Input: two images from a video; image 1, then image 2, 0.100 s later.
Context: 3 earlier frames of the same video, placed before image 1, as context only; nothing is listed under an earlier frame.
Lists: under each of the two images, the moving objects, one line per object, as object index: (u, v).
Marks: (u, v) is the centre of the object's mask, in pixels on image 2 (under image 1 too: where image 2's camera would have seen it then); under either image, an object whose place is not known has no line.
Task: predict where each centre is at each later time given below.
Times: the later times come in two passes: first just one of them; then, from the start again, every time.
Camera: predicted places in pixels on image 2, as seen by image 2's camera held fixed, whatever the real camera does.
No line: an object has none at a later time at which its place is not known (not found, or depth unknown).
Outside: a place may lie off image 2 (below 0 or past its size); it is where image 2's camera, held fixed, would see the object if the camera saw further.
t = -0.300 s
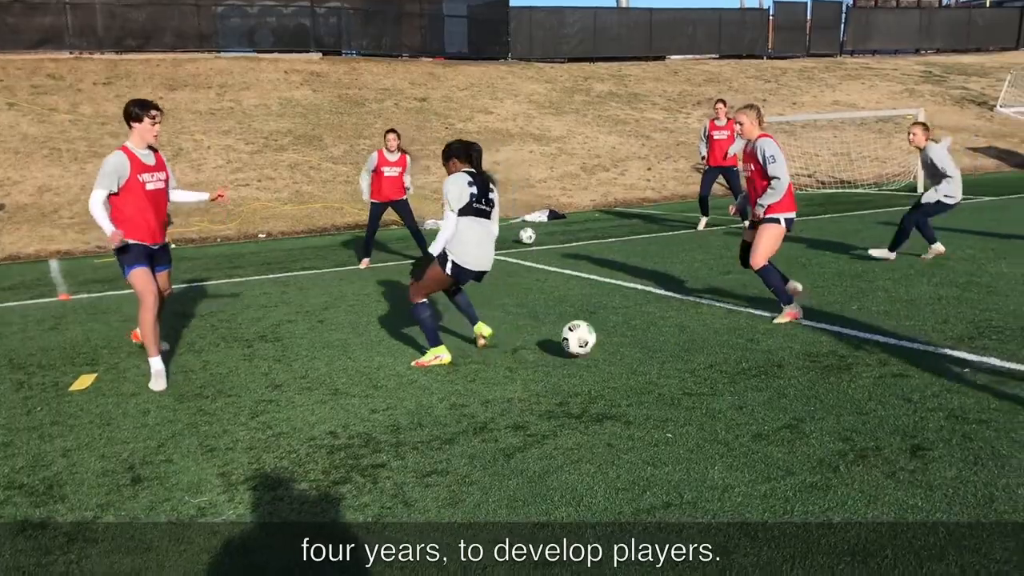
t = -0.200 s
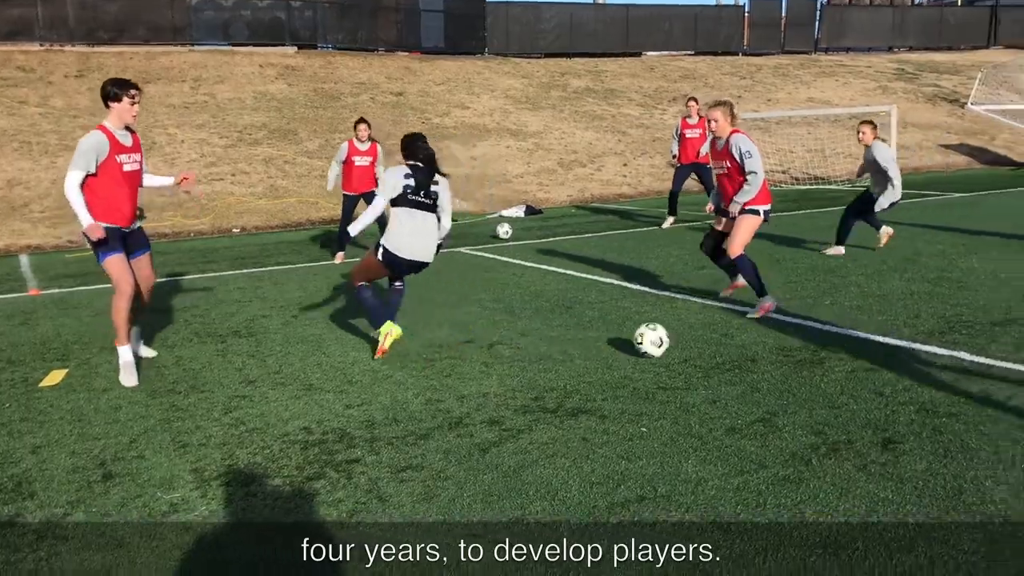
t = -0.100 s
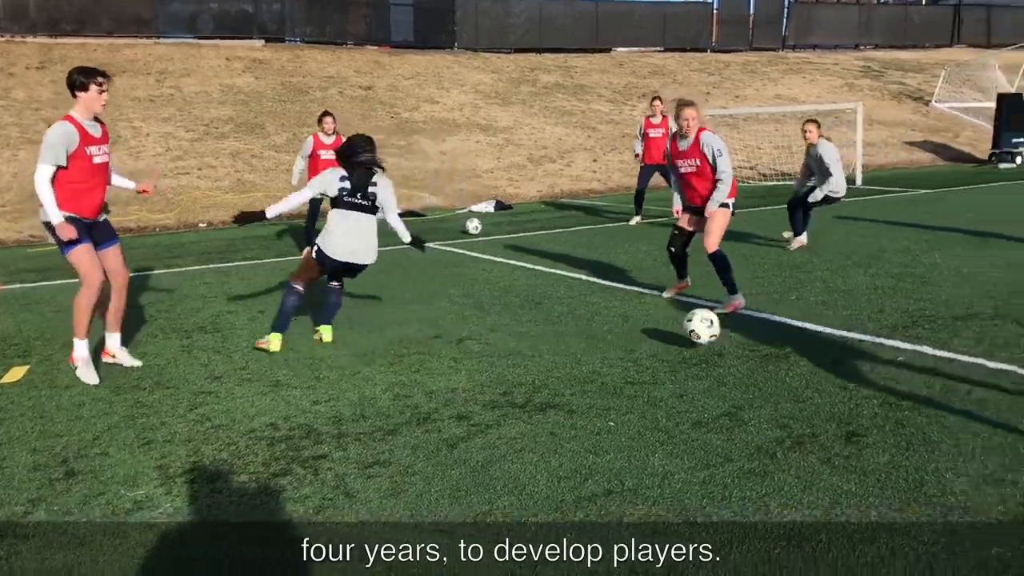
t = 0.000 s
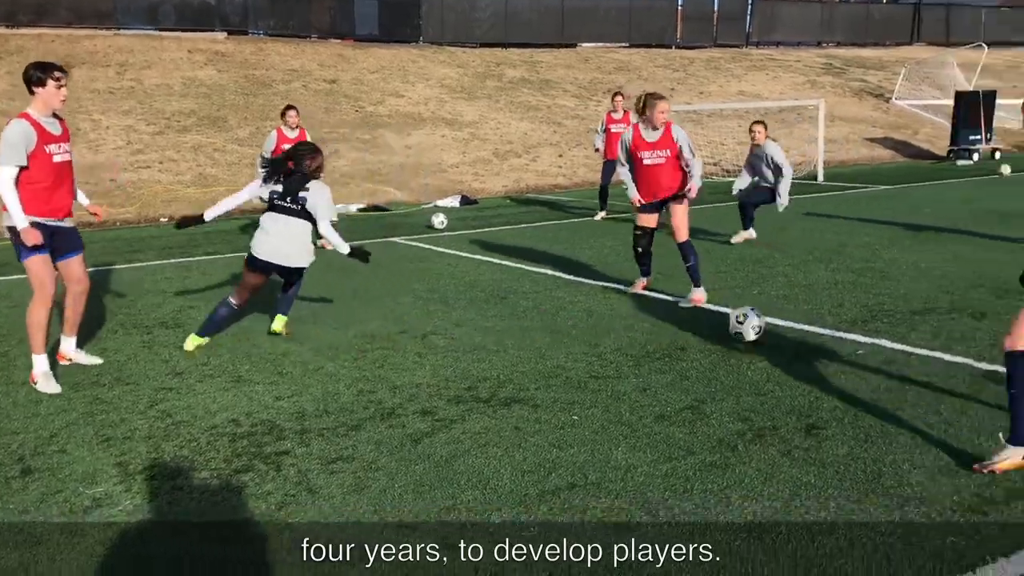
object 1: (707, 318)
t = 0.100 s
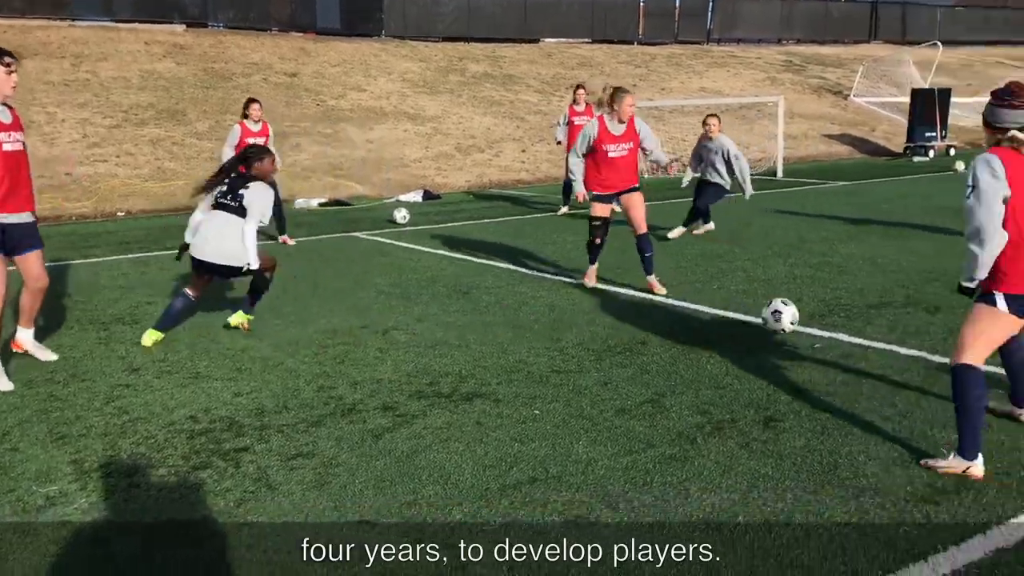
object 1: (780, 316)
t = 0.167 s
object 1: (826, 316)
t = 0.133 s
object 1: (803, 315)
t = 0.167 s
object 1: (826, 316)
